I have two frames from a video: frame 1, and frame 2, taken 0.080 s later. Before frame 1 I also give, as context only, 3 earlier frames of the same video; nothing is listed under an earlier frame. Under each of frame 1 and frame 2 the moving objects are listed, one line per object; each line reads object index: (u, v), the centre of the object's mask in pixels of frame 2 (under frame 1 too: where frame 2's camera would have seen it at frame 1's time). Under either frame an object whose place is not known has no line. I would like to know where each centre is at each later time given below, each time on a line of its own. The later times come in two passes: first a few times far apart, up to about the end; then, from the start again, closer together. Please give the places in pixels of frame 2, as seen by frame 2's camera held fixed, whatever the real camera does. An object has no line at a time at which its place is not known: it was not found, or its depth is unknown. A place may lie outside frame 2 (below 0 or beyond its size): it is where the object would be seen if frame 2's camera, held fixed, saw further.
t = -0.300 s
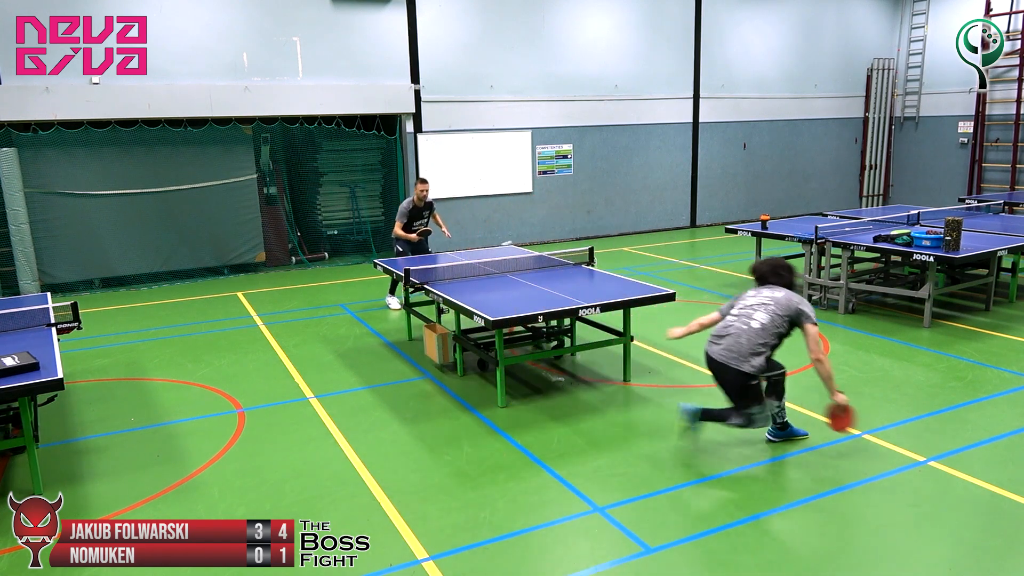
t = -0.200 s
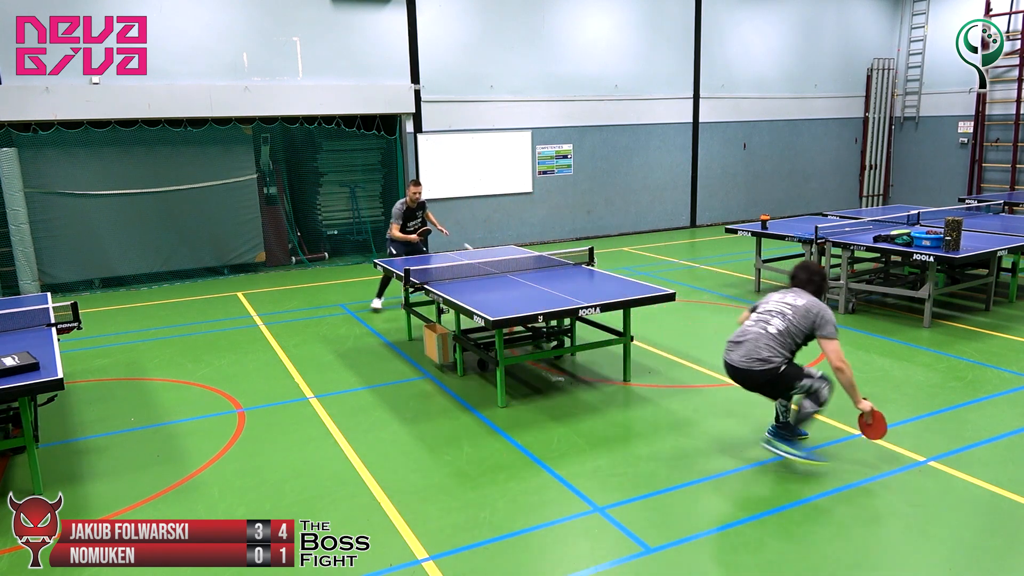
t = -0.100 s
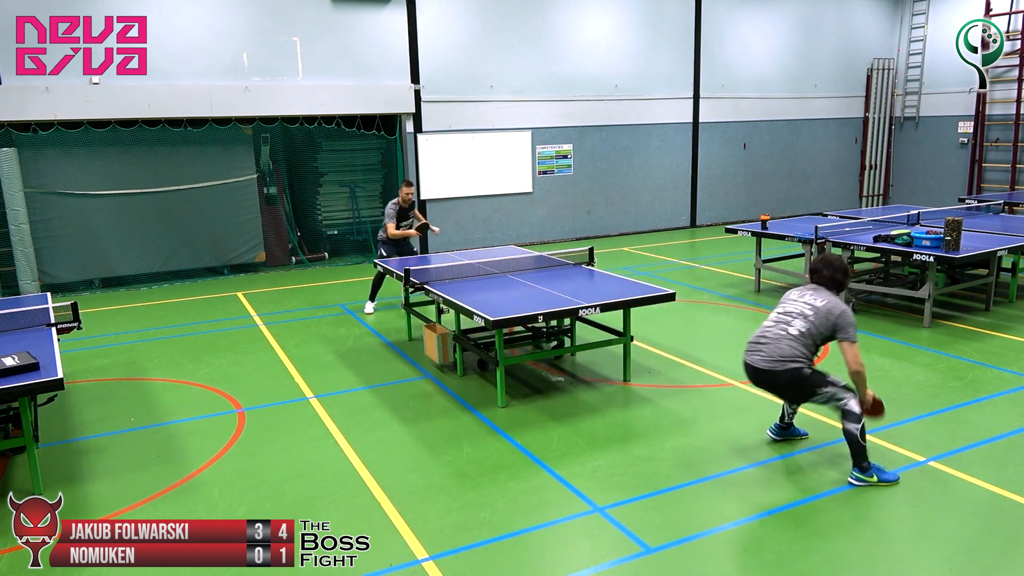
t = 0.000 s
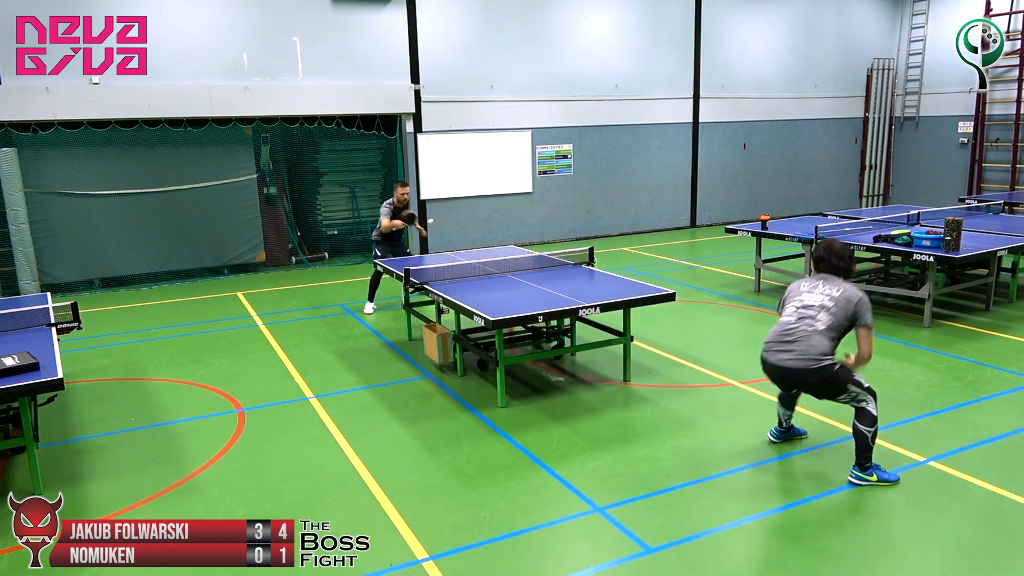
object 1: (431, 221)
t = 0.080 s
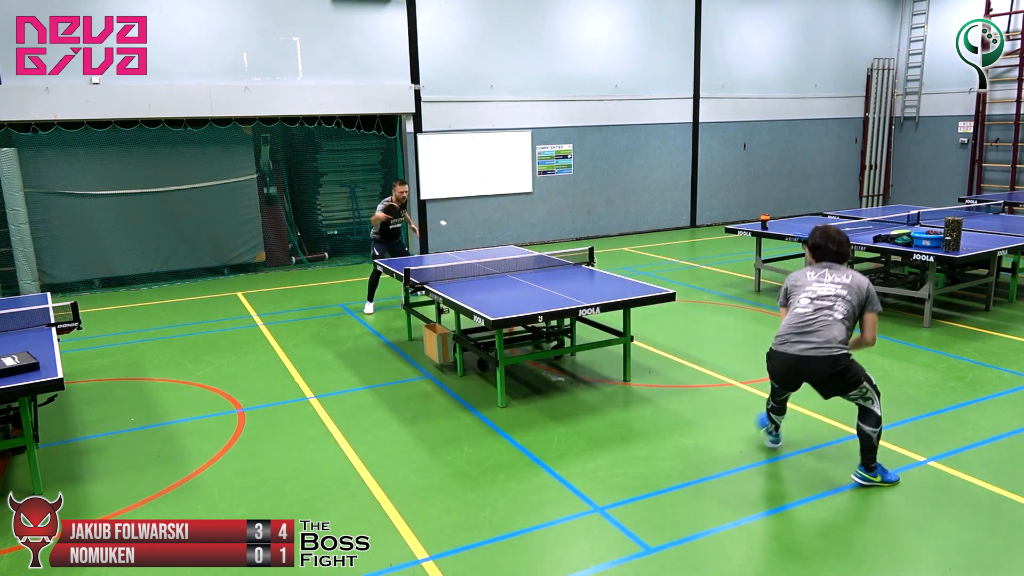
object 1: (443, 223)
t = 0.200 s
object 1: (465, 247)
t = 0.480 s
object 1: (515, 285)
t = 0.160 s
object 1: (457, 236)
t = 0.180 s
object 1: (461, 242)
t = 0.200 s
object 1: (465, 247)
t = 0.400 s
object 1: (502, 290)
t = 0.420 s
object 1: (504, 288)
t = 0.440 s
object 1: (508, 286)
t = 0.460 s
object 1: (511, 286)
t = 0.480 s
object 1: (515, 285)
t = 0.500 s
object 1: (518, 286)
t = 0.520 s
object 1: (521, 287)
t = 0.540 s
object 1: (526, 289)
